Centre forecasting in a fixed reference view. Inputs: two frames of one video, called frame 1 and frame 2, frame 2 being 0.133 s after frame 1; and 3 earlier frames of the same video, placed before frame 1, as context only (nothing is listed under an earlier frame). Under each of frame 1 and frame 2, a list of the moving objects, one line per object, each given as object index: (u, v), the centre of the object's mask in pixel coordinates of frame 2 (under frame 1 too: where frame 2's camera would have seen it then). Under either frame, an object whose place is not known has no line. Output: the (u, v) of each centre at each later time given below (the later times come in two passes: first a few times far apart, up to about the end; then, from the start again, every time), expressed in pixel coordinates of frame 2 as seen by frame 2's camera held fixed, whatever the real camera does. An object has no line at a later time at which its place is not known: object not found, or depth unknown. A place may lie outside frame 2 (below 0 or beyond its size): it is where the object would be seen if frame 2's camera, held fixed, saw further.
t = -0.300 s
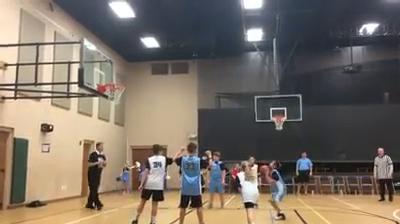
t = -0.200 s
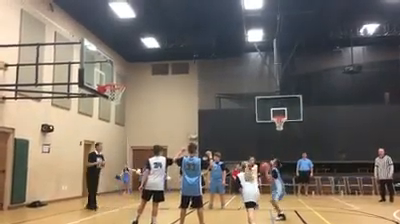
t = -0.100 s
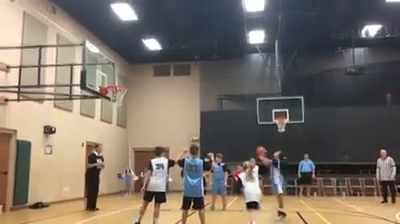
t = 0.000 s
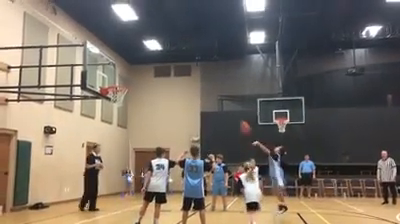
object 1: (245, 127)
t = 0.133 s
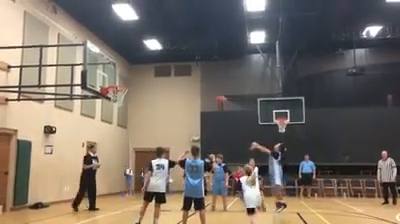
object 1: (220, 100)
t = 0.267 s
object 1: (199, 82)
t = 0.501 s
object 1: (161, 67)
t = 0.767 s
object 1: (120, 77)
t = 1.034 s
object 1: (135, 72)
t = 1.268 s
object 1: (163, 78)
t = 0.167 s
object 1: (216, 94)
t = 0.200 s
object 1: (210, 89)
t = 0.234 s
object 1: (205, 85)
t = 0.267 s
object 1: (199, 82)
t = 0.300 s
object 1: (193, 78)
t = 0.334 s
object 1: (188, 75)
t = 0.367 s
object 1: (183, 72)
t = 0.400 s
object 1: (177, 71)
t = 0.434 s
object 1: (172, 68)
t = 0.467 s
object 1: (167, 68)
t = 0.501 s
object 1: (161, 67)
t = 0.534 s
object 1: (156, 67)
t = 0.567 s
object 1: (152, 68)
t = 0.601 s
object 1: (146, 68)
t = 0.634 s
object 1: (140, 69)
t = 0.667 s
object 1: (136, 70)
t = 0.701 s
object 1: (131, 72)
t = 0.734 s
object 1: (125, 74)
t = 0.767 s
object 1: (120, 77)
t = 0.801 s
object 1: (114, 81)
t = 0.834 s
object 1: (110, 84)
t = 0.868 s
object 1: (115, 81)
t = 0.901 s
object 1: (119, 78)
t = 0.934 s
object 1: (123, 76)
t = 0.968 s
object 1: (128, 75)
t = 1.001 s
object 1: (131, 72)
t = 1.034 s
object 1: (135, 72)
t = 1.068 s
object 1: (138, 71)
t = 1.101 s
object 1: (143, 70)
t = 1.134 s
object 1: (147, 72)
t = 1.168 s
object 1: (150, 72)
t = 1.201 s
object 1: (155, 74)
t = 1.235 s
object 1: (159, 75)
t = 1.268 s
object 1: (163, 78)
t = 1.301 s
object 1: (166, 80)
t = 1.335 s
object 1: (171, 85)
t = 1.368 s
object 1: (175, 88)
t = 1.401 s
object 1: (179, 91)
